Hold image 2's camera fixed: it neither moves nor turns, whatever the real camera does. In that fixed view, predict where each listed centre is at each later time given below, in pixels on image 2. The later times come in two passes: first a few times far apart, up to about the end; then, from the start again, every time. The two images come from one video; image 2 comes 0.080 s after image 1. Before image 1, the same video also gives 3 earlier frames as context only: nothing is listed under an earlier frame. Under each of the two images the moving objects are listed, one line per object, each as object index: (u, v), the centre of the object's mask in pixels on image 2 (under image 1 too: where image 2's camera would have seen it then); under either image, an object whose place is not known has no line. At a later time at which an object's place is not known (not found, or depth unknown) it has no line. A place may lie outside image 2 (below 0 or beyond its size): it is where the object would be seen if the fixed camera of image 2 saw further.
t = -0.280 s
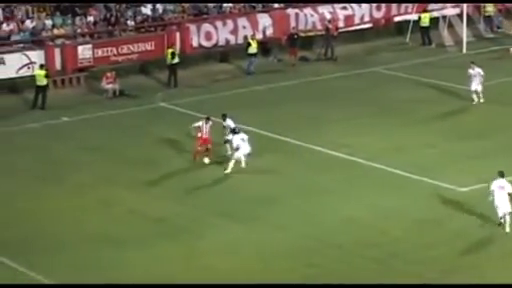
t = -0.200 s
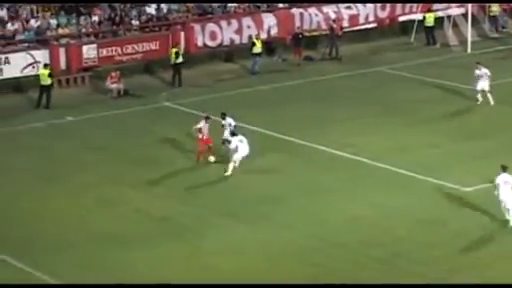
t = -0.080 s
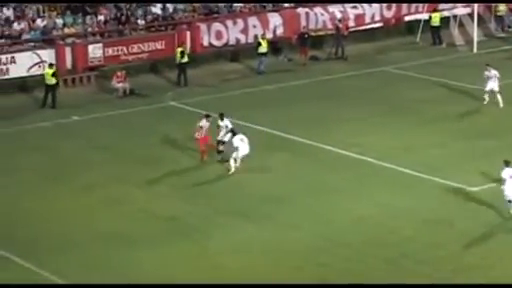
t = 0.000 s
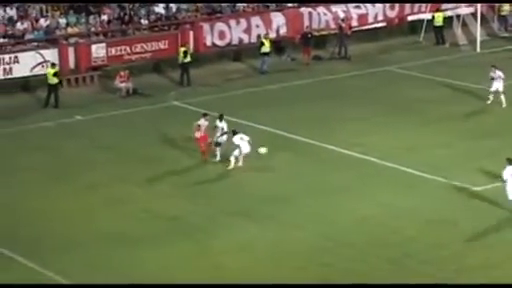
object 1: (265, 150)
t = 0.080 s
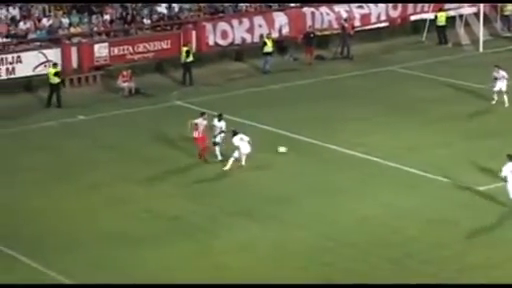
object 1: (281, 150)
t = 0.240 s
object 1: (311, 144)
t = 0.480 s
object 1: (347, 140)
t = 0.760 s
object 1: (377, 135)
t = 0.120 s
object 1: (290, 148)
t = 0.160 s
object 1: (297, 147)
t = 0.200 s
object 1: (304, 145)
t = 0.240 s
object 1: (311, 144)
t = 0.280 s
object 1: (318, 143)
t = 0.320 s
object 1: (325, 143)
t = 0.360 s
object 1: (331, 143)
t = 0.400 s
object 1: (336, 141)
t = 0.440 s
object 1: (341, 140)
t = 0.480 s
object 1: (347, 140)
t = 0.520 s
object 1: (352, 139)
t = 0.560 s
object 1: (356, 138)
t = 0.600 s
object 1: (361, 138)
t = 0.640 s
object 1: (365, 137)
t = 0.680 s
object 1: (369, 136)
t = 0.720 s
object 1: (373, 136)
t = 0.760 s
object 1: (377, 135)
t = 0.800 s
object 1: (380, 134)
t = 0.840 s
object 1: (384, 134)
